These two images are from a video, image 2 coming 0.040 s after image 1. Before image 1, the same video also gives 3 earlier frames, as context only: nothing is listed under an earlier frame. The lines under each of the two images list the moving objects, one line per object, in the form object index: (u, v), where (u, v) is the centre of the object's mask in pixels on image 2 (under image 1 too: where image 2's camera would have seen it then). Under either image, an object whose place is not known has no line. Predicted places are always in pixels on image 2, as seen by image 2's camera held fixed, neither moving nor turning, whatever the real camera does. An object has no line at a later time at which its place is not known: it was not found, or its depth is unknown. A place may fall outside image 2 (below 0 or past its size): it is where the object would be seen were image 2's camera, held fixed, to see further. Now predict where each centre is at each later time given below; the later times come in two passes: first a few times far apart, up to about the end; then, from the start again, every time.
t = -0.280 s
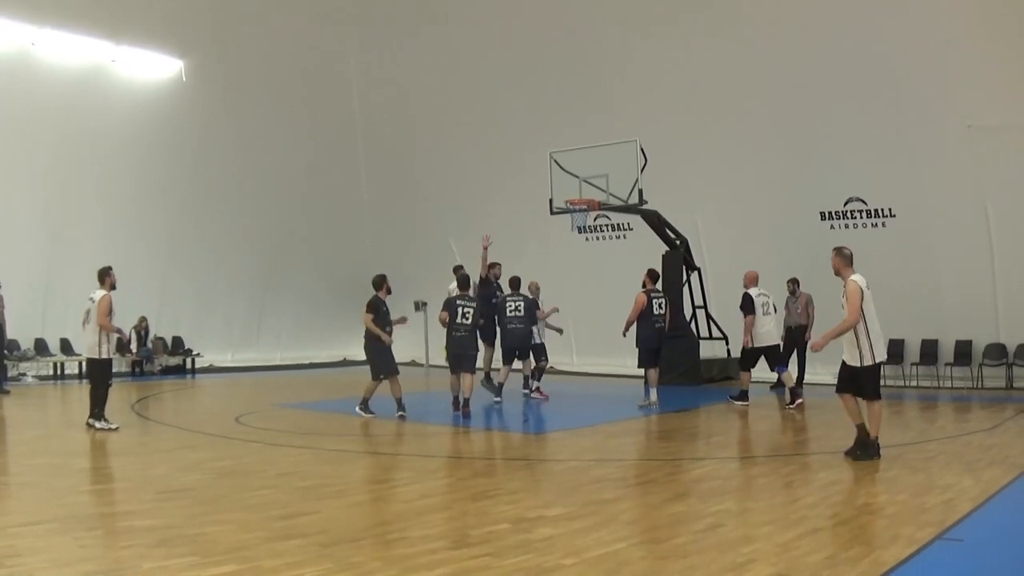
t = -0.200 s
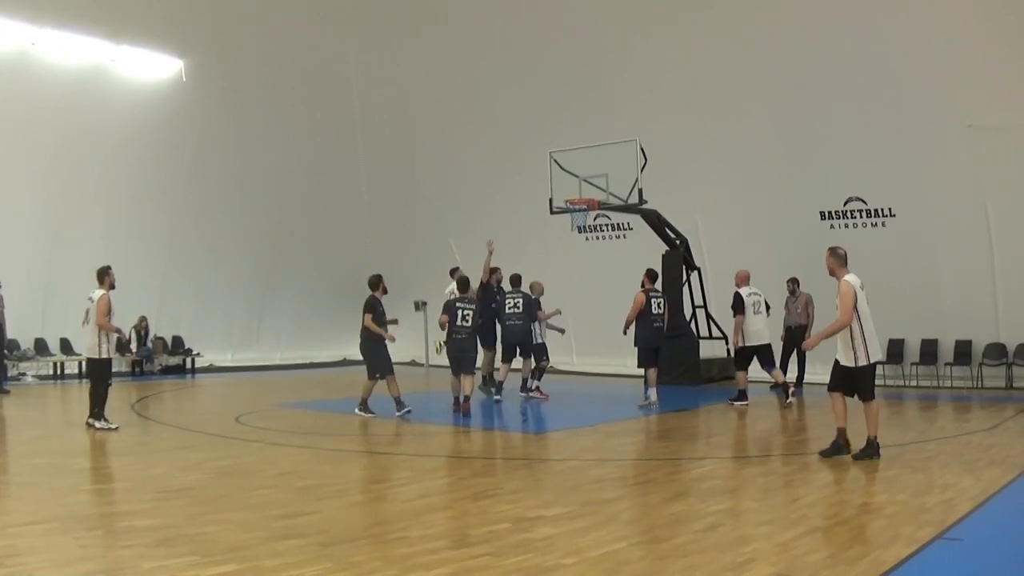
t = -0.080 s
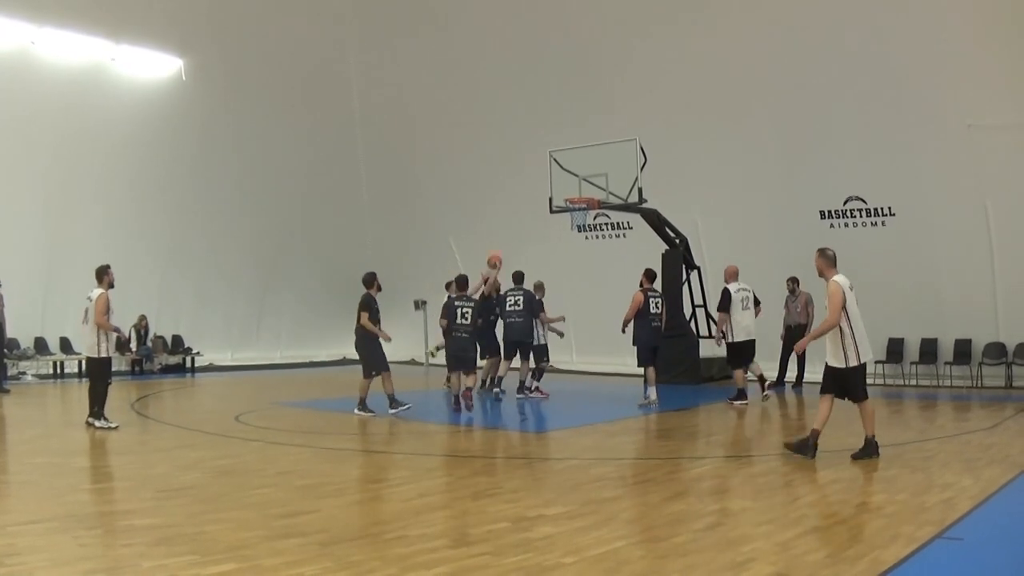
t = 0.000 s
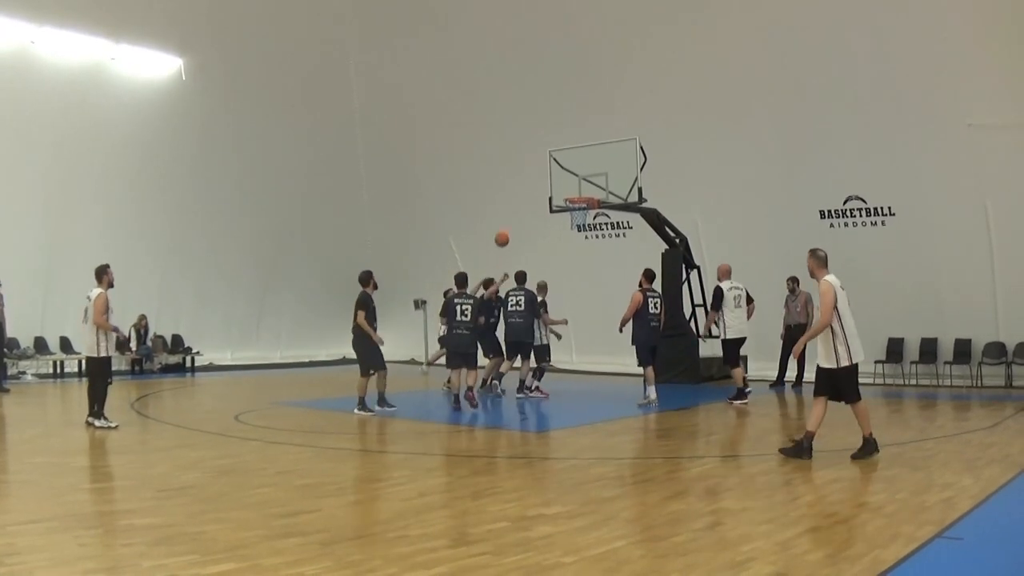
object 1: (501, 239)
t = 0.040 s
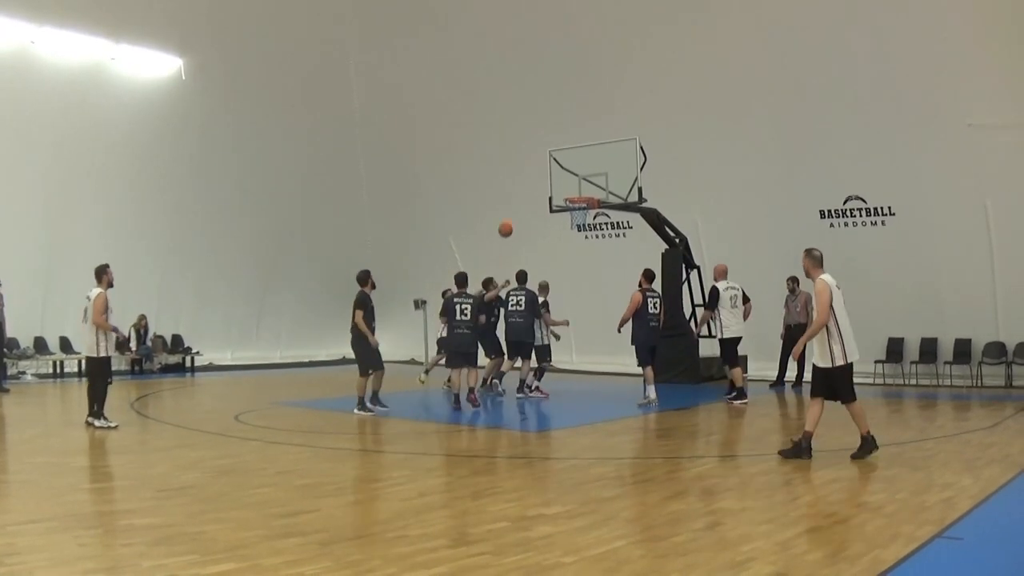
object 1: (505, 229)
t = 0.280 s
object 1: (528, 191)
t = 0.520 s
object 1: (550, 188)
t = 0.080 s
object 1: (509, 221)
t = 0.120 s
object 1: (512, 213)
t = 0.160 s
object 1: (516, 206)
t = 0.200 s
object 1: (520, 200)
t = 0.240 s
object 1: (524, 195)
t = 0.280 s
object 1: (528, 191)
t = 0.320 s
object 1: (531, 188)
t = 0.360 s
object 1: (535, 186)
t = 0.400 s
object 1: (539, 185)
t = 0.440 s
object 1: (543, 185)
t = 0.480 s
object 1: (546, 186)
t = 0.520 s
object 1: (550, 188)
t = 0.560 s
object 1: (554, 190)
